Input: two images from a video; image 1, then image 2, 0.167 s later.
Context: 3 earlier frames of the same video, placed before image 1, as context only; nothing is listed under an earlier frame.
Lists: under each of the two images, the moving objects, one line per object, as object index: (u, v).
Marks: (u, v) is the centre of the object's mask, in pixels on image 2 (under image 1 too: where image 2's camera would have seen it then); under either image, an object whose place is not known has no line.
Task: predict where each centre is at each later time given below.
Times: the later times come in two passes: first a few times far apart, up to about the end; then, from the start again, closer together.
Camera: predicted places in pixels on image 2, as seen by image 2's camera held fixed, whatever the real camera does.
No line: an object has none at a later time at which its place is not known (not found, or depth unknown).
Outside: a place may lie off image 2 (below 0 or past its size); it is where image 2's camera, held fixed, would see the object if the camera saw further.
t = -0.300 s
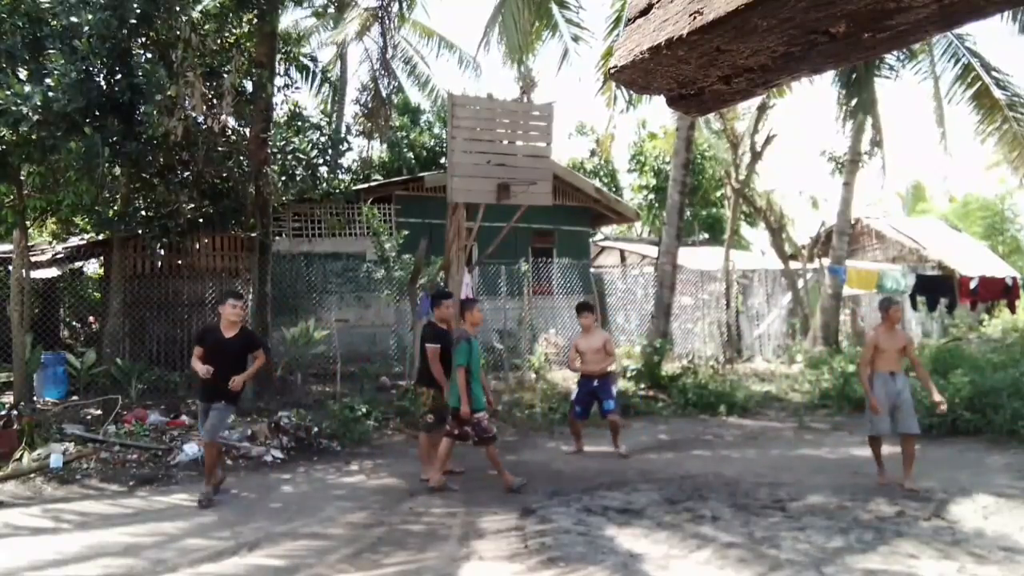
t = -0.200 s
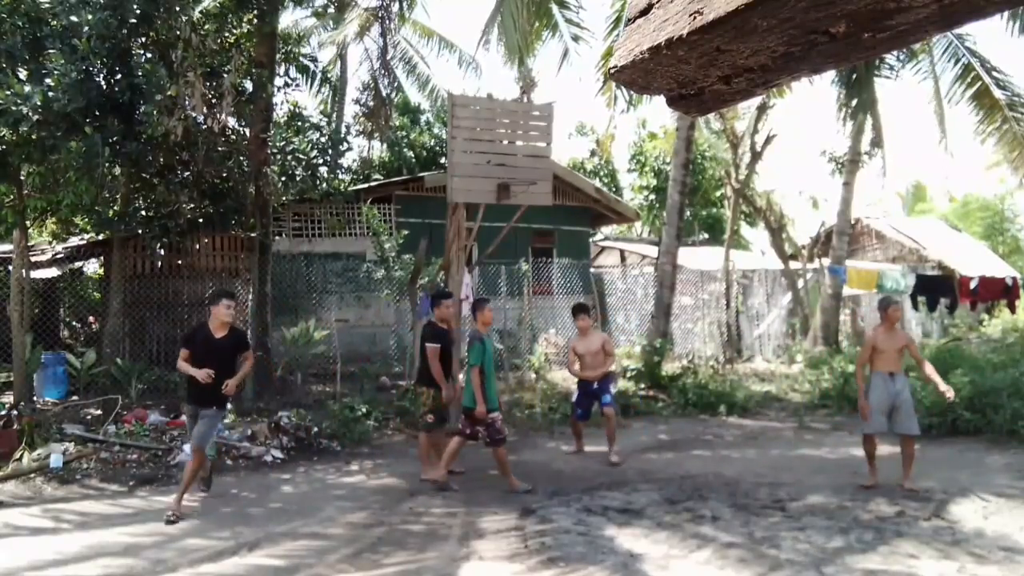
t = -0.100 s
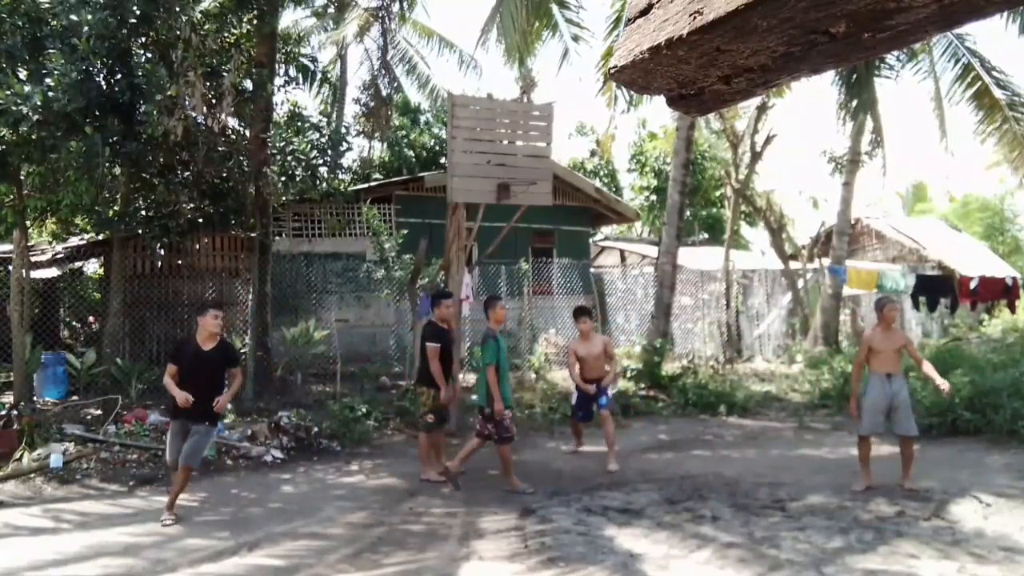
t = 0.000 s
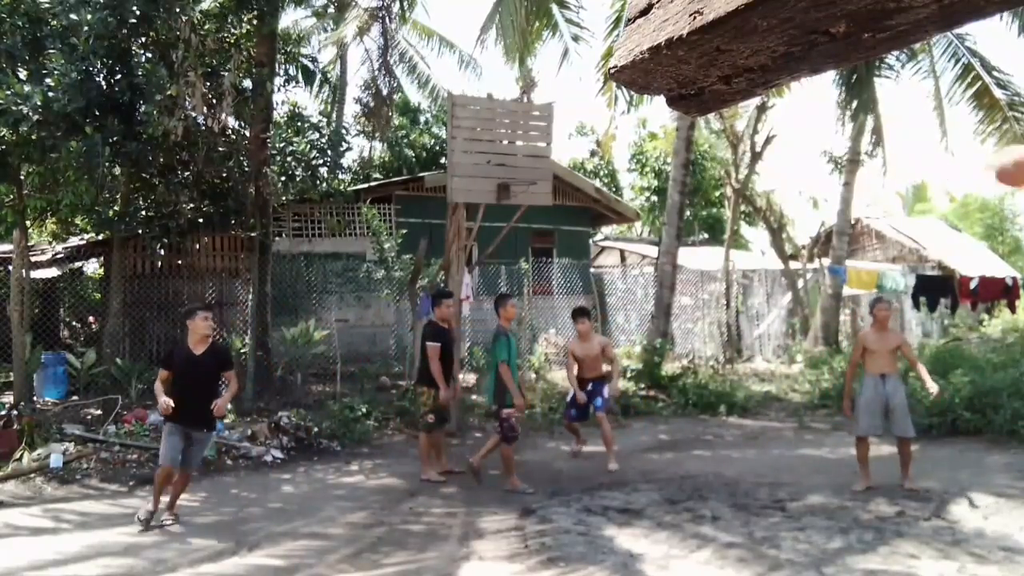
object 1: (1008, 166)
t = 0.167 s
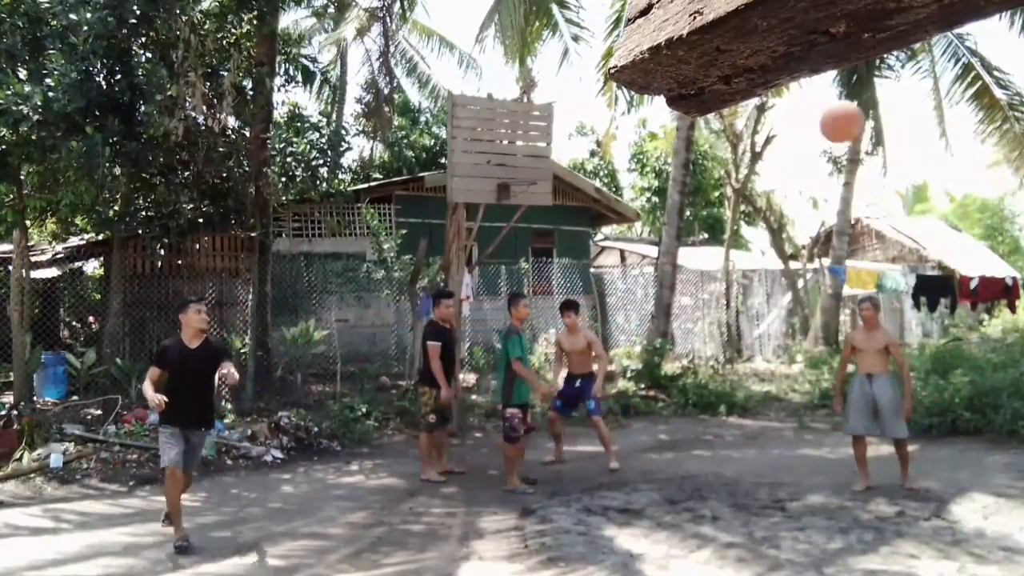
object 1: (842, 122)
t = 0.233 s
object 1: (765, 117)
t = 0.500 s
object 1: (450, 179)
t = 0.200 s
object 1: (803, 119)
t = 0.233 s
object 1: (765, 117)
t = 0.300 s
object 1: (690, 128)
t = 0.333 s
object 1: (653, 129)
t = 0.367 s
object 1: (613, 134)
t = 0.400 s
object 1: (575, 144)
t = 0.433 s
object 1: (532, 151)
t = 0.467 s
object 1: (492, 164)
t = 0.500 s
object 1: (450, 179)
